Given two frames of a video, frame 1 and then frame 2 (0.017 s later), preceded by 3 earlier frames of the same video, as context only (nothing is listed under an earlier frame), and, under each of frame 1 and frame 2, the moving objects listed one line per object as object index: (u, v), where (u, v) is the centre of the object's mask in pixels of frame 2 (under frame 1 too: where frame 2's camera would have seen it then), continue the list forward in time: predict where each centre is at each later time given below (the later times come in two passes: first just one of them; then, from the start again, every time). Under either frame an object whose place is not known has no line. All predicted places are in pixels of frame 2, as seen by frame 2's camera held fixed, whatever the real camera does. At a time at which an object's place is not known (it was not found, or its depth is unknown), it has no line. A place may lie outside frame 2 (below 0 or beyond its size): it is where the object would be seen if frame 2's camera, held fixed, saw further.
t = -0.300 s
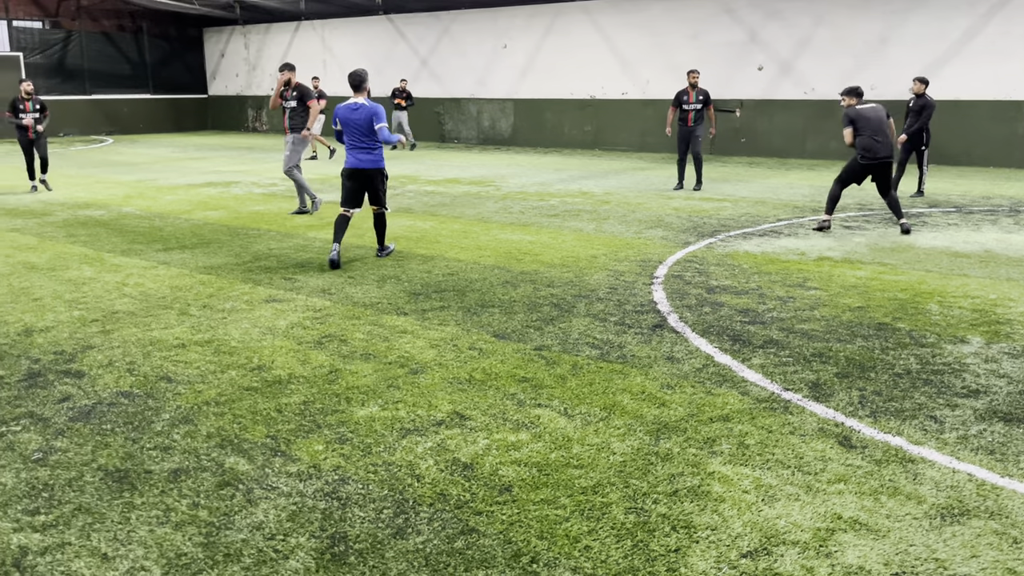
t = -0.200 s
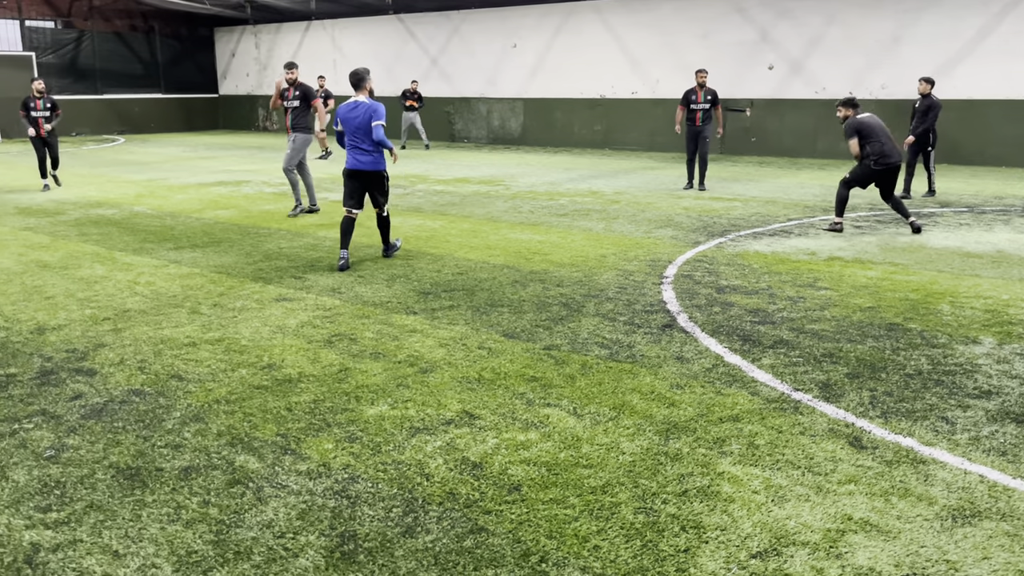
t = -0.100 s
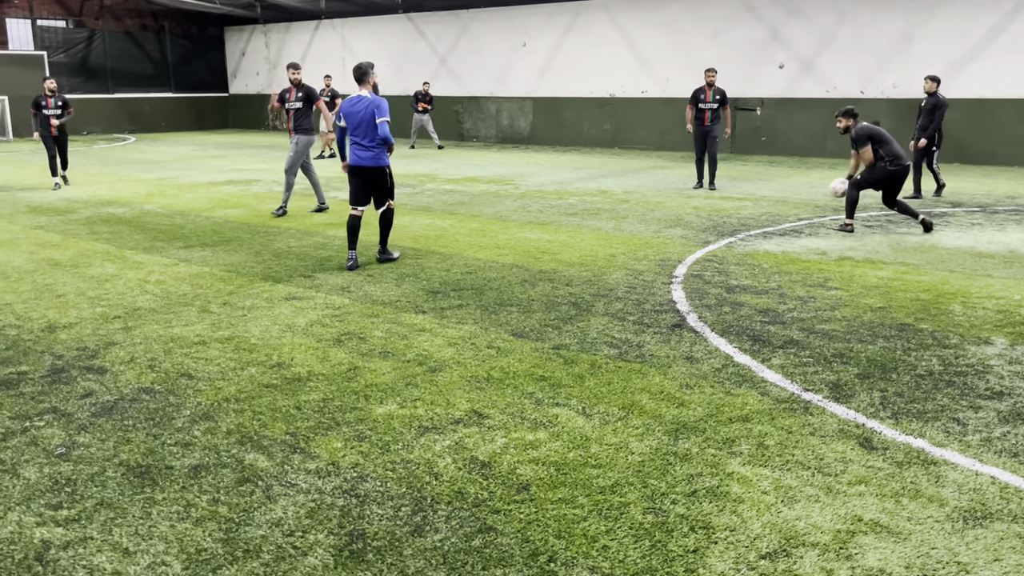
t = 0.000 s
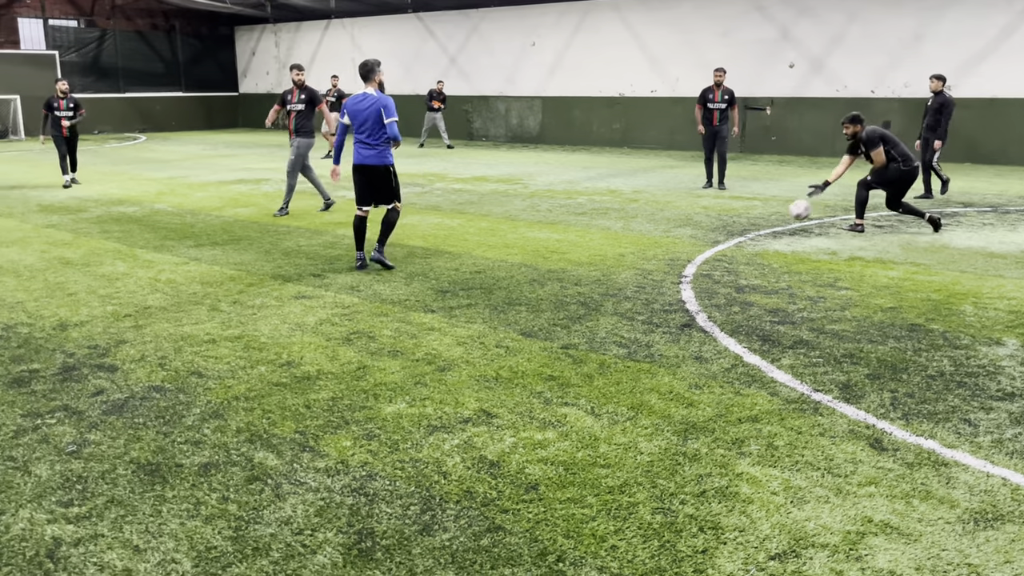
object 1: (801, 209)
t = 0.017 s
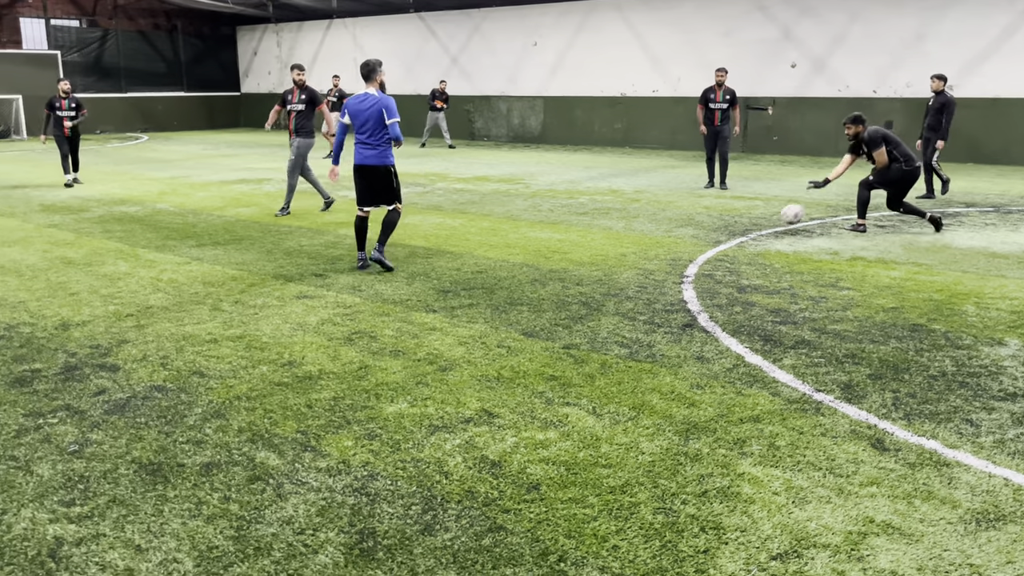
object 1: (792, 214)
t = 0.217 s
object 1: (716, 216)
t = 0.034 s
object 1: (784, 217)
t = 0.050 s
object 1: (775, 222)
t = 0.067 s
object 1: (769, 223)
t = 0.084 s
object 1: (764, 221)
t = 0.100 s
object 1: (758, 219)
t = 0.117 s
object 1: (751, 218)
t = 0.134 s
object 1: (746, 217)
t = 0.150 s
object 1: (740, 217)
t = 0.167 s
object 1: (734, 216)
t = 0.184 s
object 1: (728, 216)
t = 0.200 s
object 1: (723, 215)
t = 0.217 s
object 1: (716, 216)
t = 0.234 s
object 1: (710, 217)
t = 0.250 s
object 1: (704, 218)
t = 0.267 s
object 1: (697, 220)
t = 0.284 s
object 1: (691, 221)
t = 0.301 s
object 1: (685, 223)
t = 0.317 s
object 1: (678, 225)
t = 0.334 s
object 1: (671, 227)
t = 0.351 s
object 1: (665, 230)
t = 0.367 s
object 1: (658, 233)
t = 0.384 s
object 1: (651, 237)
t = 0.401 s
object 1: (645, 241)
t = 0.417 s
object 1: (637, 241)
